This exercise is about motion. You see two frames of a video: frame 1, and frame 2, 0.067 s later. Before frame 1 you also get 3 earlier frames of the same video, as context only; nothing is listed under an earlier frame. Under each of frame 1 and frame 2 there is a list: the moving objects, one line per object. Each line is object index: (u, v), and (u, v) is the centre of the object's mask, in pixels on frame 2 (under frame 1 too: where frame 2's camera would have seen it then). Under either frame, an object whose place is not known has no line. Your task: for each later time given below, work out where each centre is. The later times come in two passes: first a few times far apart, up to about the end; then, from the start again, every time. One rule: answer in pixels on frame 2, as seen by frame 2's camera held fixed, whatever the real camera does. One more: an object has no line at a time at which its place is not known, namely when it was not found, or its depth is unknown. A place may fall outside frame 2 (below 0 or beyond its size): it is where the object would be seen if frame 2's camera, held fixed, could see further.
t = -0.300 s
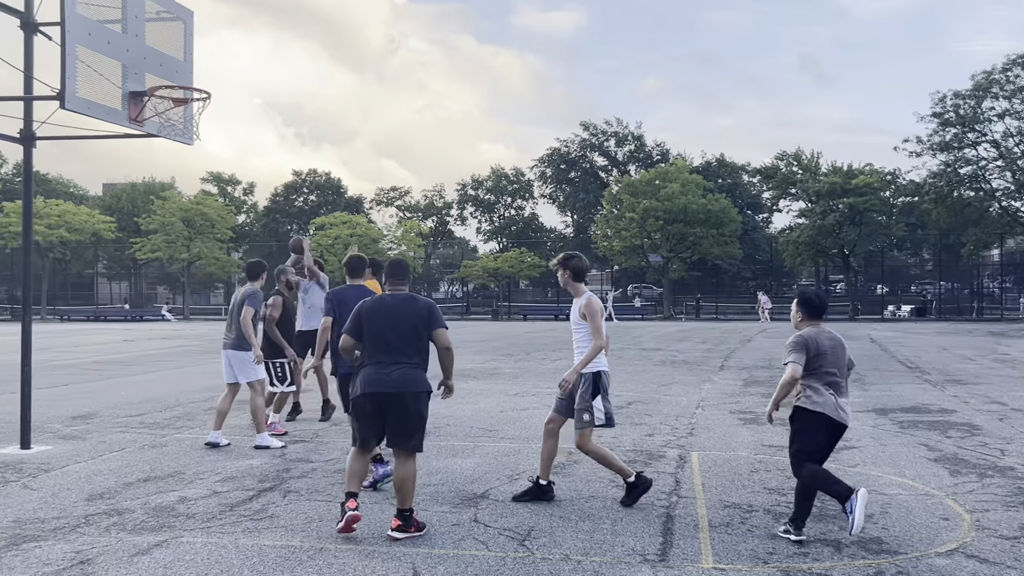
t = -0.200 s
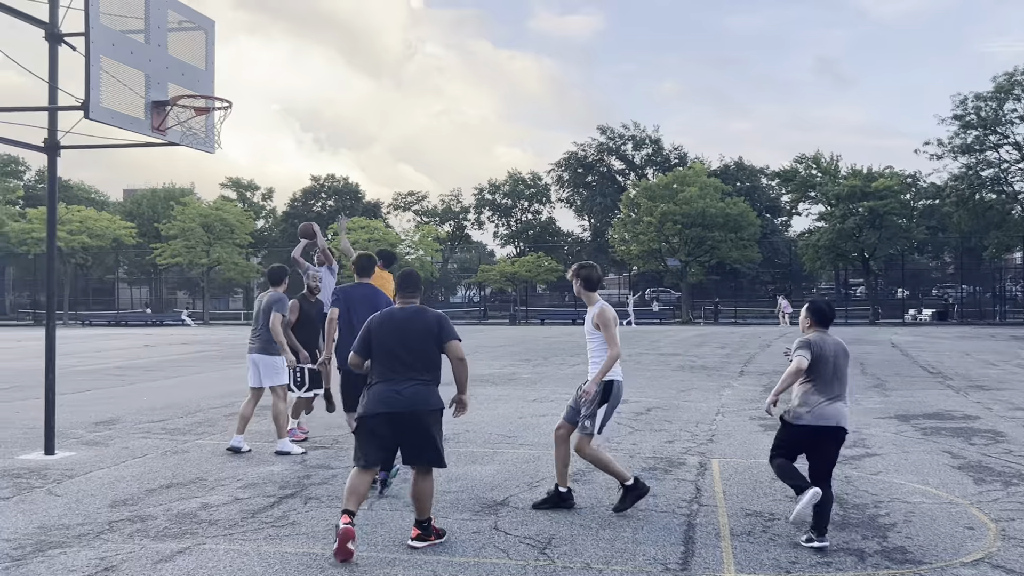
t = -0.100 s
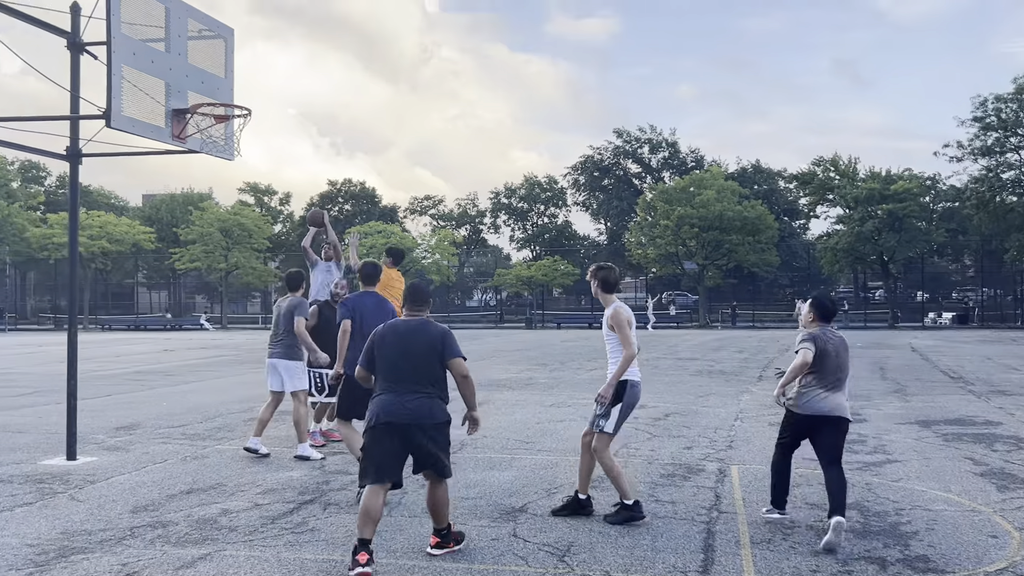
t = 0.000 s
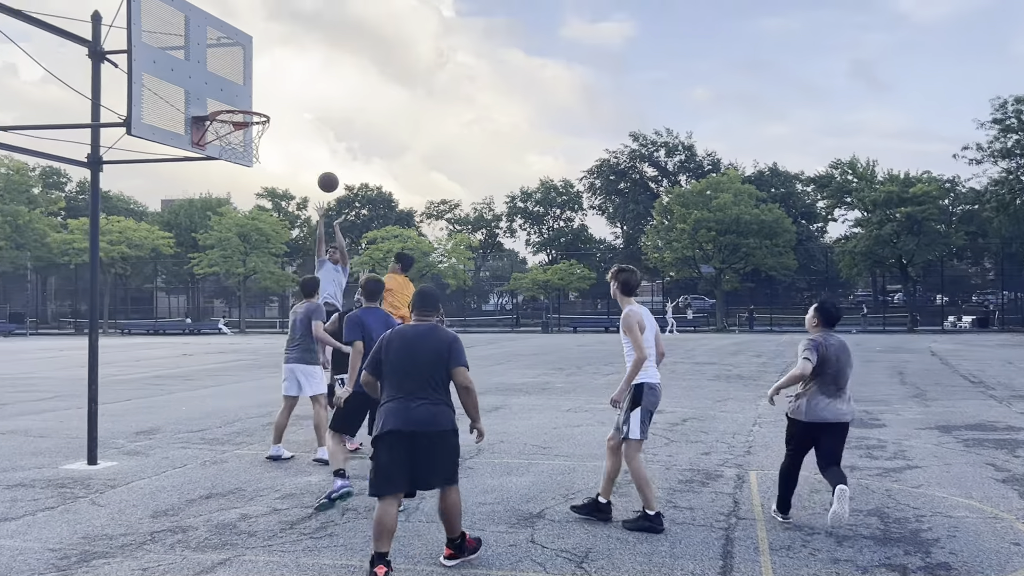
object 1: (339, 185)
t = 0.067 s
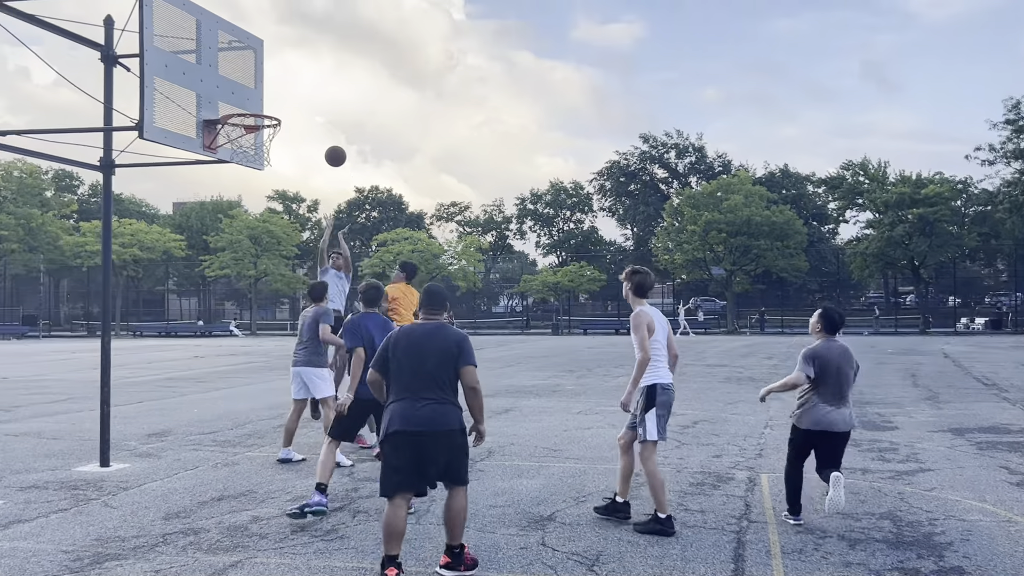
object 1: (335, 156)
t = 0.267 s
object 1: (324, 88)
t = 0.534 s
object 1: (307, 46)
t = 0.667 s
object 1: (298, 51)
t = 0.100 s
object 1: (334, 143)
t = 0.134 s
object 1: (332, 130)
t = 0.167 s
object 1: (330, 119)
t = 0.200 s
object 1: (328, 108)
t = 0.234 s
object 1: (326, 97)
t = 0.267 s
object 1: (324, 88)
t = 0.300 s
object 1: (322, 79)
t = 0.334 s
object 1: (320, 72)
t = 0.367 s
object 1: (318, 65)
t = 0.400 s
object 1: (316, 59)
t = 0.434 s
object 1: (314, 54)
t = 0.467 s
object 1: (312, 51)
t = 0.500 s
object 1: (310, 48)
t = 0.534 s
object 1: (307, 46)
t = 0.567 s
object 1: (305, 46)
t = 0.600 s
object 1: (303, 46)
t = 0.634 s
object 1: (300, 48)
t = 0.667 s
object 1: (298, 51)
